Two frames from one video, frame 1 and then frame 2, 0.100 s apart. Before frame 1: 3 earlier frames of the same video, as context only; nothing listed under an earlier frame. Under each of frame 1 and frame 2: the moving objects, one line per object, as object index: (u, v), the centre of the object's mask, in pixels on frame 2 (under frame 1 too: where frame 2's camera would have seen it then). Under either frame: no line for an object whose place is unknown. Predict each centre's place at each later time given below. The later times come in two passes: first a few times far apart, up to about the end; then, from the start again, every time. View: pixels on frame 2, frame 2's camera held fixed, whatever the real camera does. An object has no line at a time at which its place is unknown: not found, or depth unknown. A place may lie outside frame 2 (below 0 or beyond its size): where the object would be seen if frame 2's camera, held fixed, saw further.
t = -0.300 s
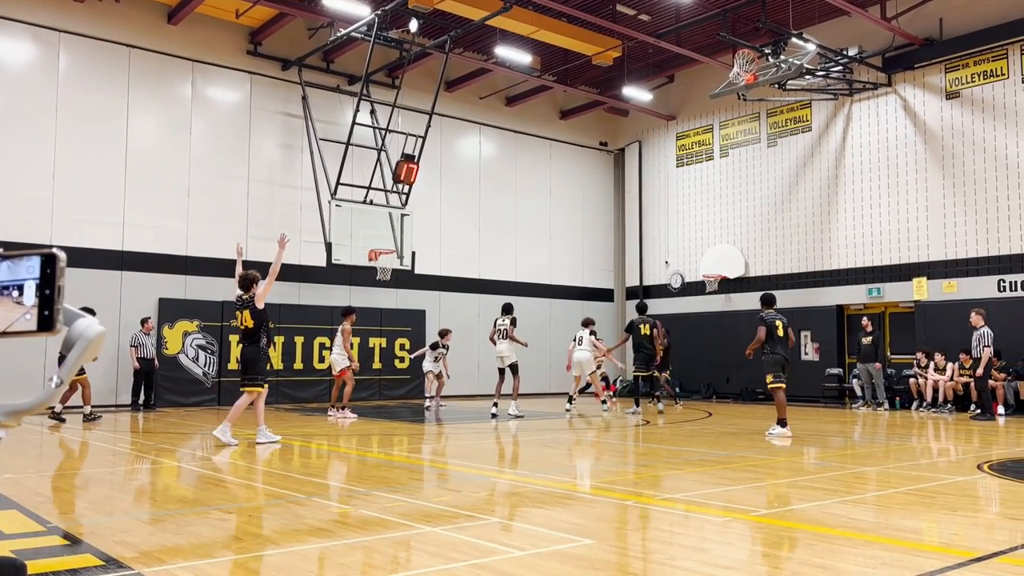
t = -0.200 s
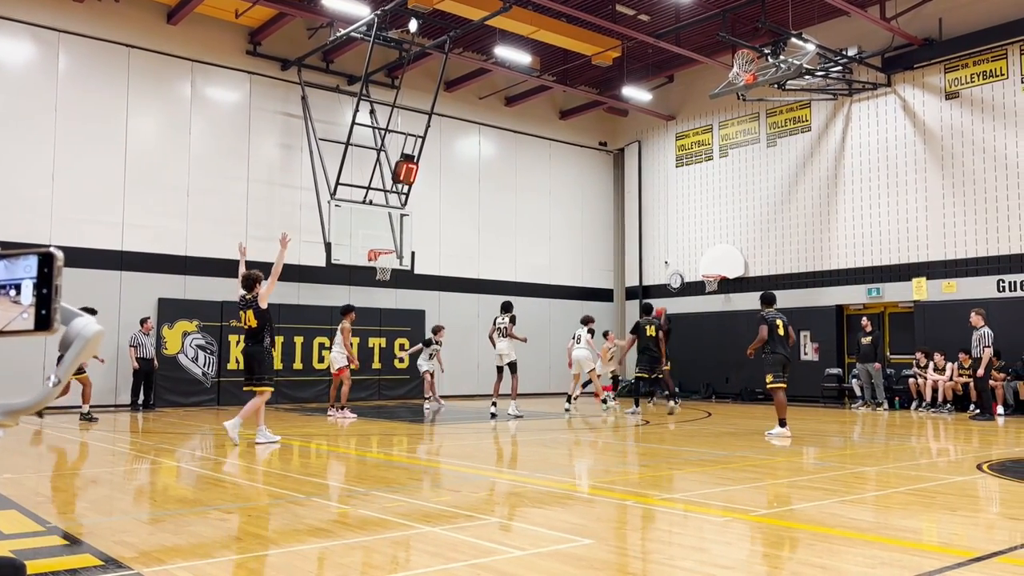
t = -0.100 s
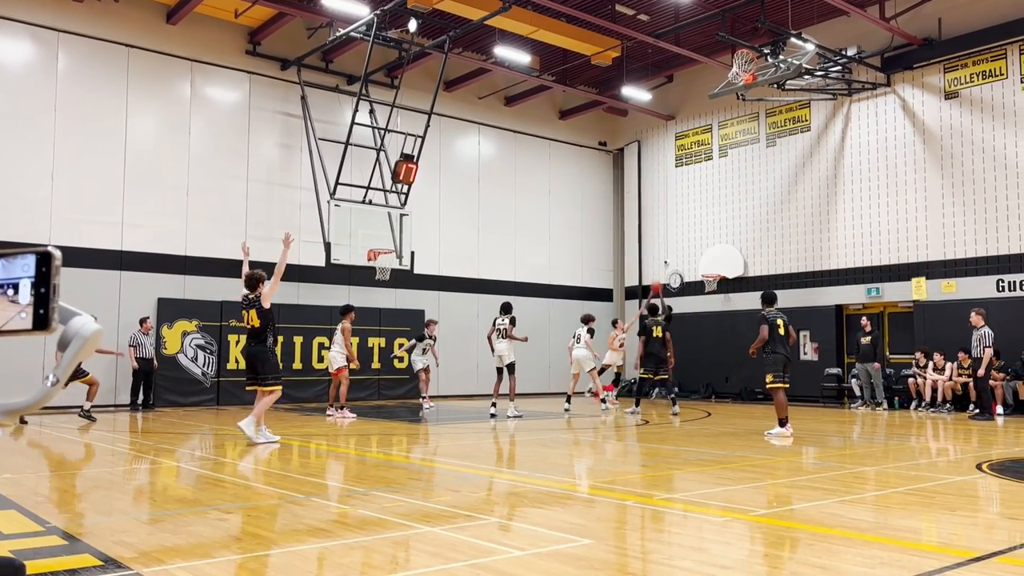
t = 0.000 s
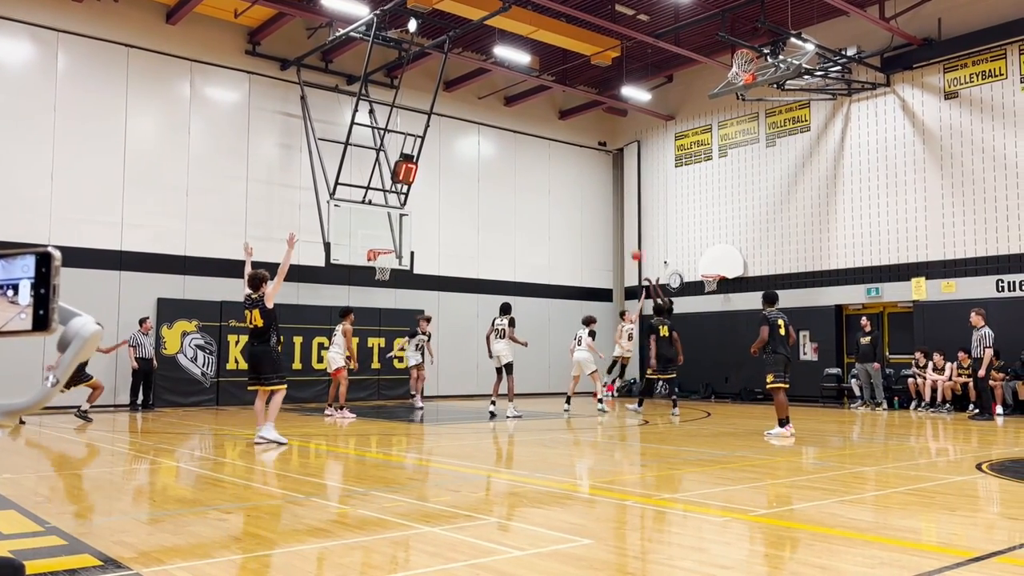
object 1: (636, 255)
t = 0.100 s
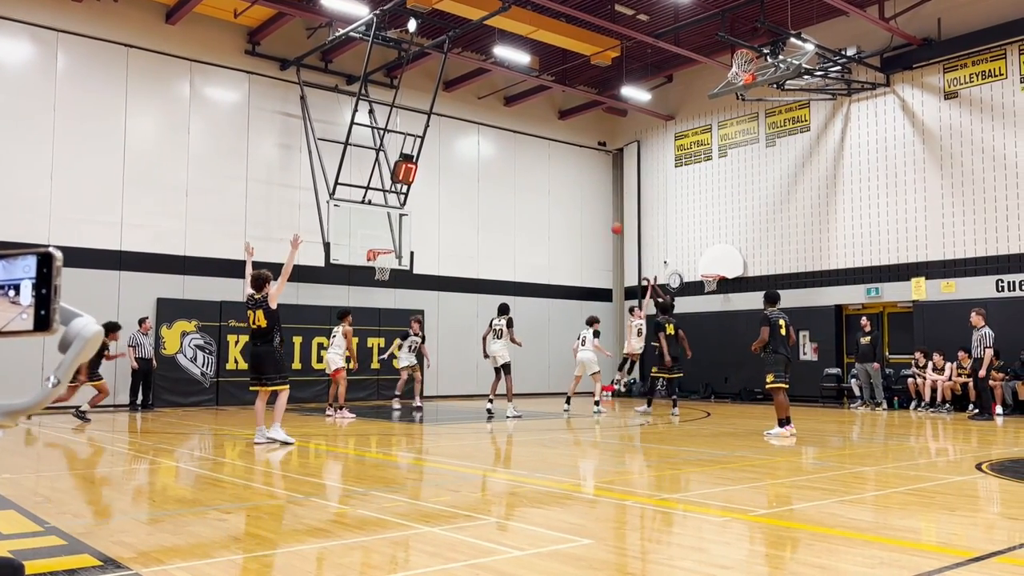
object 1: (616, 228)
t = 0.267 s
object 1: (583, 195)
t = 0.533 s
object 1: (531, 166)
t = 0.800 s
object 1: (478, 170)
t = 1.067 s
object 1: (424, 208)
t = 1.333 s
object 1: (389, 231)
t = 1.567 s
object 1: (381, 220)
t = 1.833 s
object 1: (370, 241)
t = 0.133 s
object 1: (609, 221)
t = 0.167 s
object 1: (603, 214)
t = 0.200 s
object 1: (596, 207)
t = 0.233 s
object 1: (590, 201)
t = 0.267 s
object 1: (583, 195)
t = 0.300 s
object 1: (576, 189)
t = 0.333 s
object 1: (569, 183)
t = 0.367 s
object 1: (564, 180)
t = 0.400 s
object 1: (557, 176)
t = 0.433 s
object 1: (550, 173)
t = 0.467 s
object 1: (544, 170)
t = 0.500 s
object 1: (537, 167)
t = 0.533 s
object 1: (531, 166)
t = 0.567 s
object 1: (524, 164)
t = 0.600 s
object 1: (518, 163)
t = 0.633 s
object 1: (511, 163)
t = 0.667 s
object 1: (504, 163)
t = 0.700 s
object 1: (498, 164)
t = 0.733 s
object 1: (491, 165)
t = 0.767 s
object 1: (485, 167)
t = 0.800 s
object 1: (478, 170)
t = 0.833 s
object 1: (471, 172)
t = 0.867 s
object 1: (464, 176)
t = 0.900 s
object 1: (457, 180)
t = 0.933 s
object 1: (451, 184)
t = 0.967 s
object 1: (444, 189)
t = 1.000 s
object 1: (437, 195)
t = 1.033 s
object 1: (431, 201)
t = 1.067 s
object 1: (424, 208)
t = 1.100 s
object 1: (417, 215)
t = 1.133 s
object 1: (410, 223)
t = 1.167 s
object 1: (404, 231)
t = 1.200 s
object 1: (396, 241)
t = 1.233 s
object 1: (392, 244)
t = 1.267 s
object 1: (391, 239)
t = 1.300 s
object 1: (390, 234)
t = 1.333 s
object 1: (389, 231)
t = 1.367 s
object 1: (388, 227)
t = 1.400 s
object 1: (387, 225)
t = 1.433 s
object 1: (386, 223)
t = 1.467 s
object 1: (385, 222)
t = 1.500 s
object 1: (383, 220)
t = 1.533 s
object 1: (382, 220)
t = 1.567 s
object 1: (381, 220)
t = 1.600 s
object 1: (380, 220)
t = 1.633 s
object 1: (378, 222)
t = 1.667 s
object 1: (377, 223)
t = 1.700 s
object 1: (376, 226)
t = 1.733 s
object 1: (375, 228)
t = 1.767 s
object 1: (373, 232)
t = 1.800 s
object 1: (372, 236)
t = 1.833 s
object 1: (370, 241)
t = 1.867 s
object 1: (369, 246)
